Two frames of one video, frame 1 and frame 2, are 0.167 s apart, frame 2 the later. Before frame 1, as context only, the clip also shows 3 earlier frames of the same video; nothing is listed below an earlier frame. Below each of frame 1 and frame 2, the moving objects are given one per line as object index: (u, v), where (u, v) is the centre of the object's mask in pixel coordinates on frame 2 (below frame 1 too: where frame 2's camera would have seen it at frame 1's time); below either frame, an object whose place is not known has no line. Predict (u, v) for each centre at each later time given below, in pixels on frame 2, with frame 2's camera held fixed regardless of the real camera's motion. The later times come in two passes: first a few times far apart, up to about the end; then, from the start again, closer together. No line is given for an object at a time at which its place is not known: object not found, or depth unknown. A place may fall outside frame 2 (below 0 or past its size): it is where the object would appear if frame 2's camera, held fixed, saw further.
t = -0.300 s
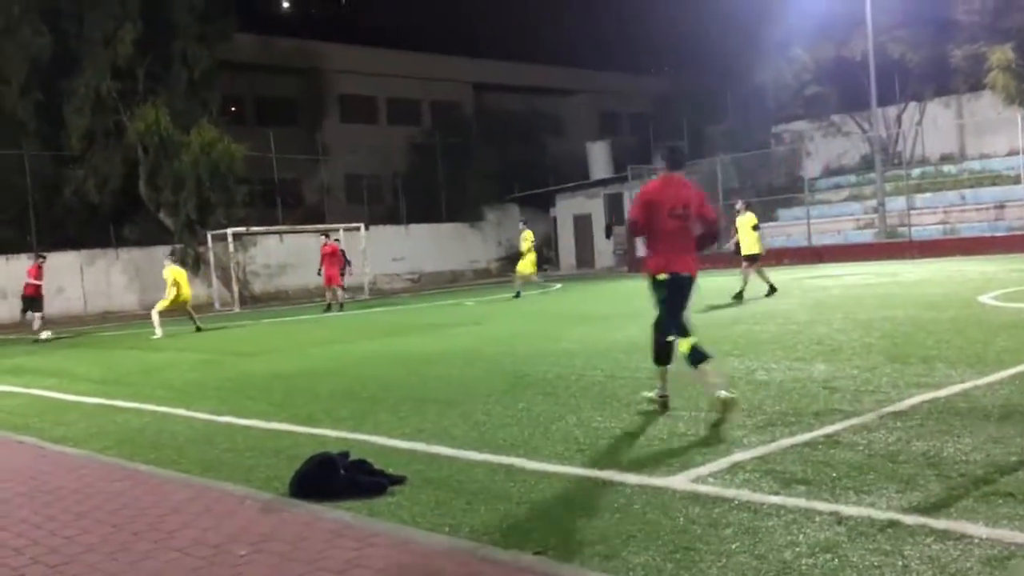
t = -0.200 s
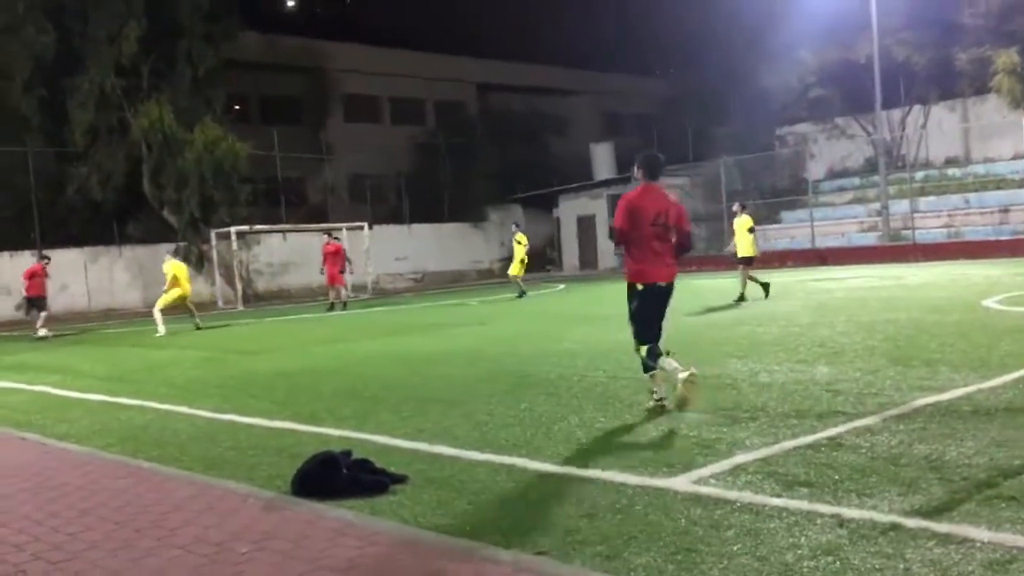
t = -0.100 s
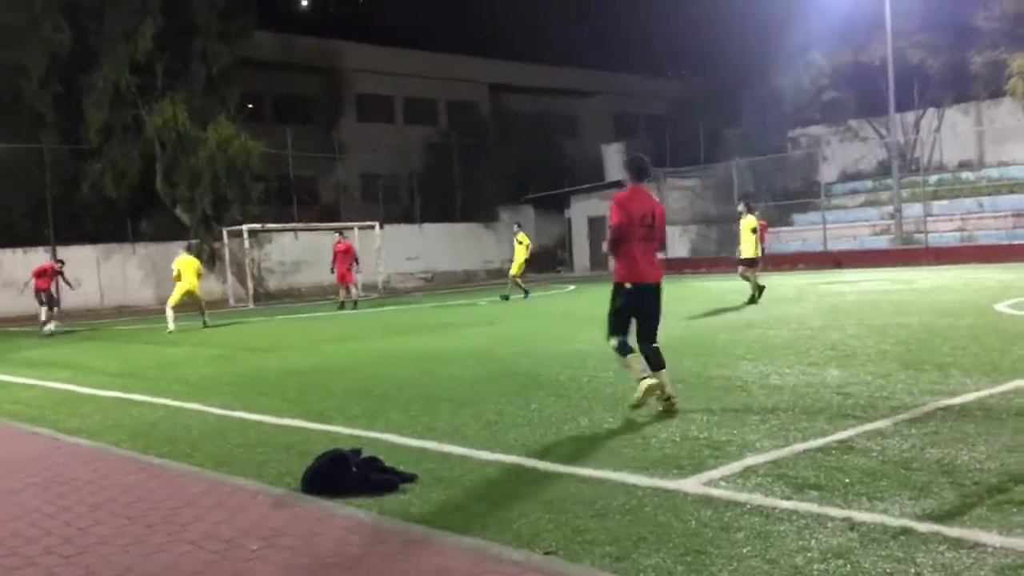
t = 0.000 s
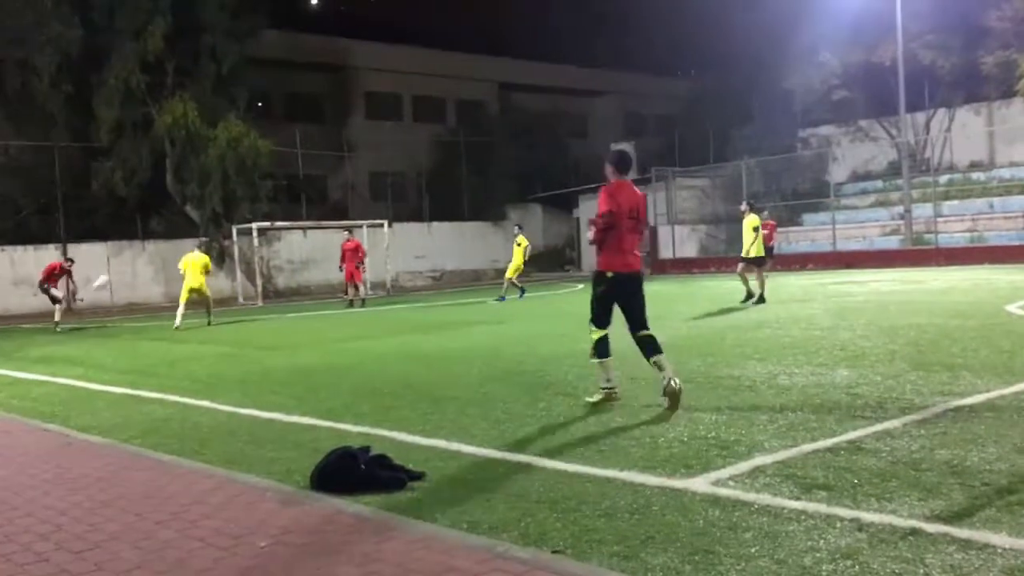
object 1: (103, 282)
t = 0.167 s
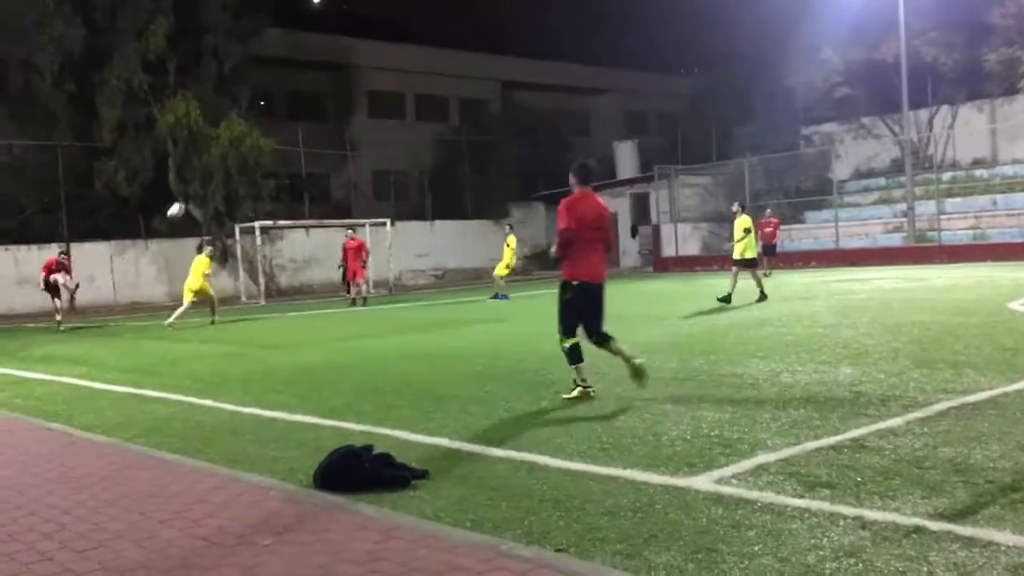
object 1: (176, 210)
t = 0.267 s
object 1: (222, 168)
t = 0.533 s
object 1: (362, 66)
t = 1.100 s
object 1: (823, -91)
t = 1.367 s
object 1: (1252, -97)
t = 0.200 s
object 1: (191, 196)
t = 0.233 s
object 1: (207, 182)
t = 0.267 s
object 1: (222, 168)
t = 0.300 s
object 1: (238, 156)
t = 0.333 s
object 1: (255, 141)
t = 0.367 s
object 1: (272, 128)
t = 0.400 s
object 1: (288, 116)
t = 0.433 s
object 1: (307, 104)
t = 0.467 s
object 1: (324, 90)
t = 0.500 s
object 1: (343, 78)
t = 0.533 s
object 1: (362, 66)
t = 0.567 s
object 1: (382, 54)
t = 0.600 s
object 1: (402, 43)
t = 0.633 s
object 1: (424, 33)
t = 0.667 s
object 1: (445, 22)
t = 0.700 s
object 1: (468, 12)
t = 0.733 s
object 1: (489, 3)
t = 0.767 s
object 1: (512, -7)
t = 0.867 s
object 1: (588, -35)
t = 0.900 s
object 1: (621, -45)
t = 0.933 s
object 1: (649, -52)
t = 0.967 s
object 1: (678, -60)
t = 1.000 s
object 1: (715, -67)
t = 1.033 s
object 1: (748, -74)
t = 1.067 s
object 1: (783, -80)
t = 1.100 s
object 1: (823, -91)
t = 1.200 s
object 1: (961, -102)
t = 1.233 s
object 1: (1007, -102)
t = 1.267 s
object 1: (1062, -102)
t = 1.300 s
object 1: (1123, -101)
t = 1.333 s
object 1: (1184, -100)
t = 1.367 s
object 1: (1252, -97)
